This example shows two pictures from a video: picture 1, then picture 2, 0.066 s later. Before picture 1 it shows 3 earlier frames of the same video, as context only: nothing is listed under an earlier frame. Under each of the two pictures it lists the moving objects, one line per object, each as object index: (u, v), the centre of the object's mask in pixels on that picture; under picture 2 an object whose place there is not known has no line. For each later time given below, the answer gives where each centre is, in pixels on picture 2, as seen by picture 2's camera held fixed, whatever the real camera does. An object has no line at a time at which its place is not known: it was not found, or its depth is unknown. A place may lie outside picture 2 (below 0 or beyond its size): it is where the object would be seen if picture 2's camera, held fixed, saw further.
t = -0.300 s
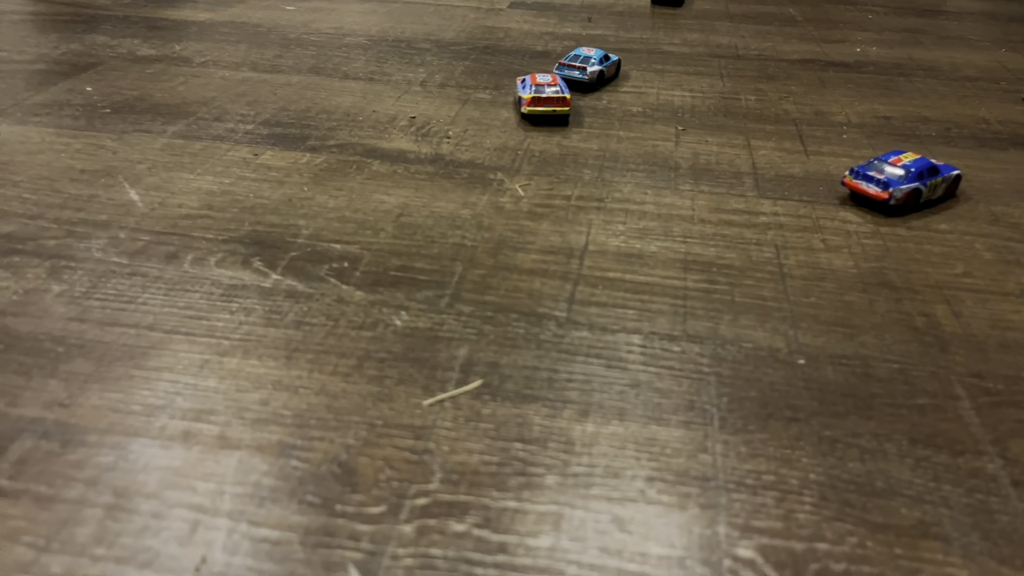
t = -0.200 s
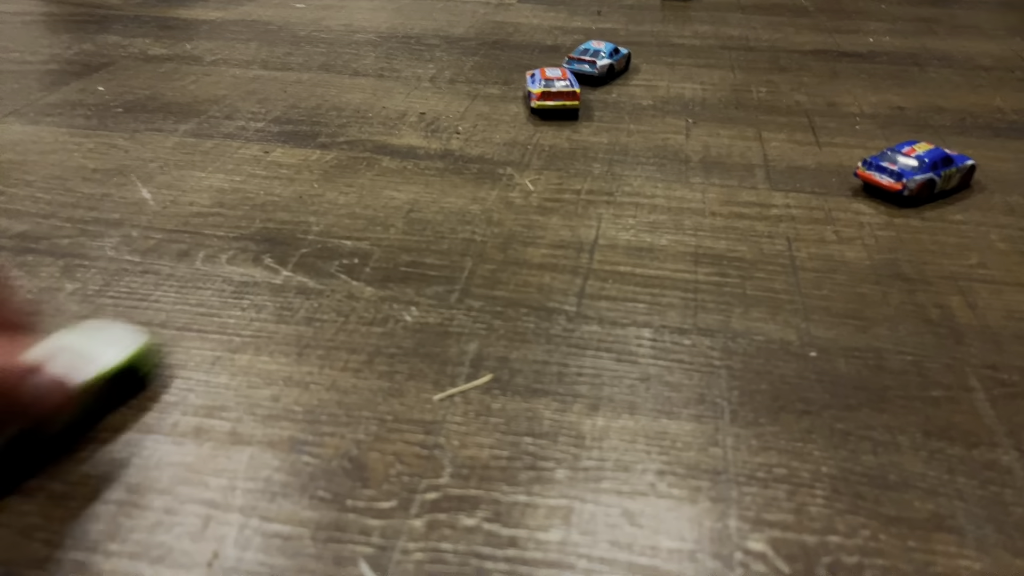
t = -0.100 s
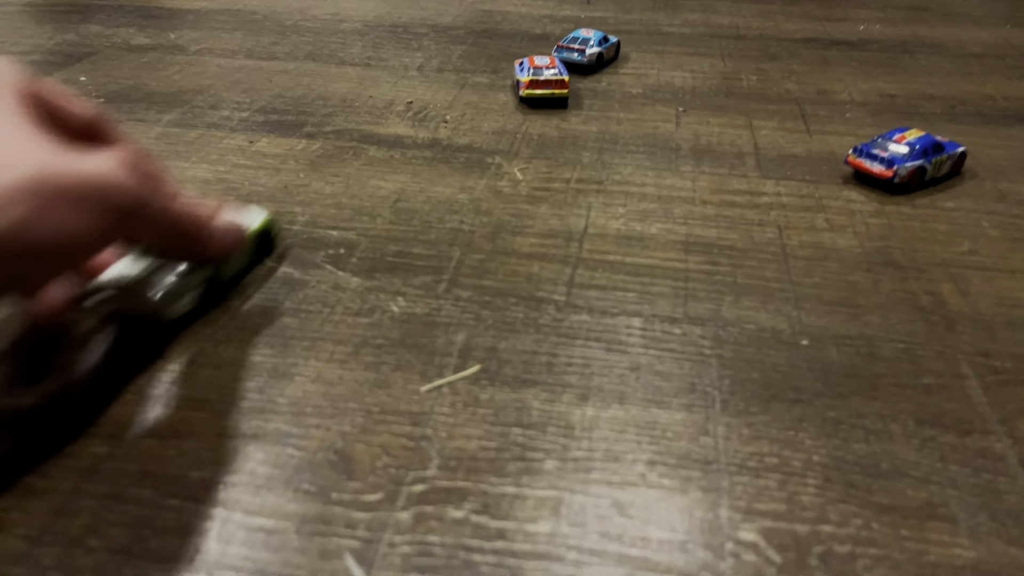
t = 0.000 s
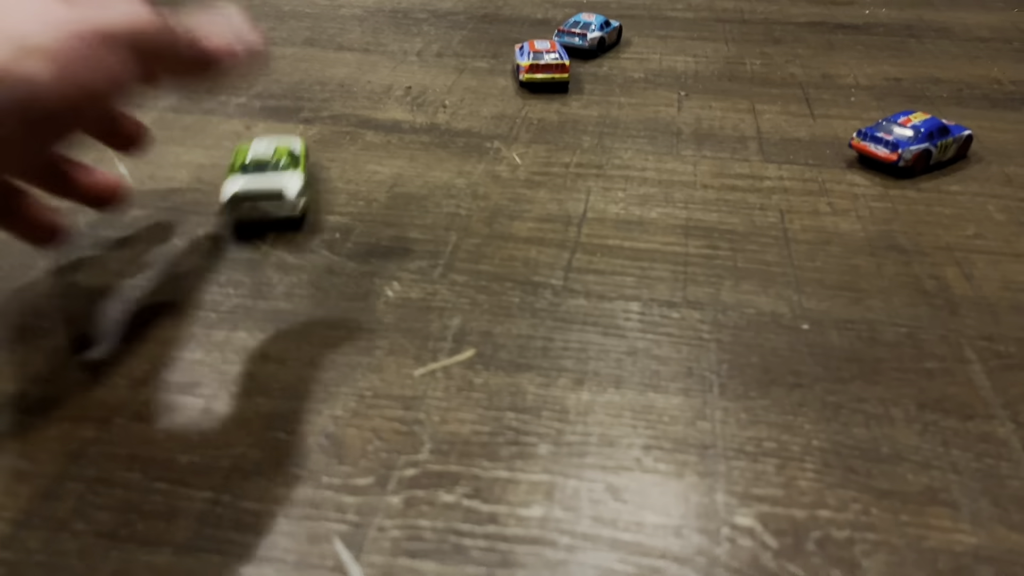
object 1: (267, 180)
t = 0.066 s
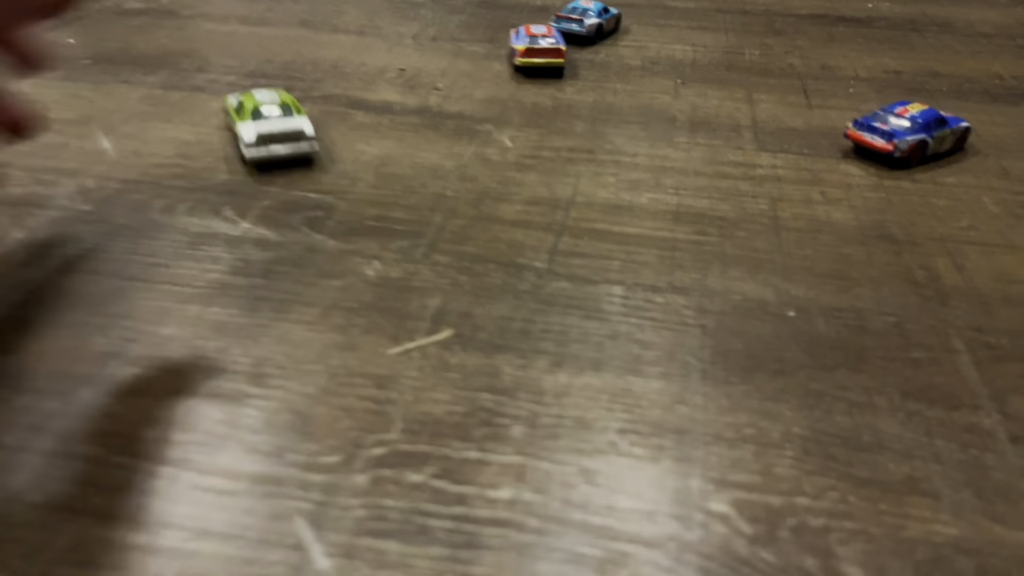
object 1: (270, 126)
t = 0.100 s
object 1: (270, 113)
